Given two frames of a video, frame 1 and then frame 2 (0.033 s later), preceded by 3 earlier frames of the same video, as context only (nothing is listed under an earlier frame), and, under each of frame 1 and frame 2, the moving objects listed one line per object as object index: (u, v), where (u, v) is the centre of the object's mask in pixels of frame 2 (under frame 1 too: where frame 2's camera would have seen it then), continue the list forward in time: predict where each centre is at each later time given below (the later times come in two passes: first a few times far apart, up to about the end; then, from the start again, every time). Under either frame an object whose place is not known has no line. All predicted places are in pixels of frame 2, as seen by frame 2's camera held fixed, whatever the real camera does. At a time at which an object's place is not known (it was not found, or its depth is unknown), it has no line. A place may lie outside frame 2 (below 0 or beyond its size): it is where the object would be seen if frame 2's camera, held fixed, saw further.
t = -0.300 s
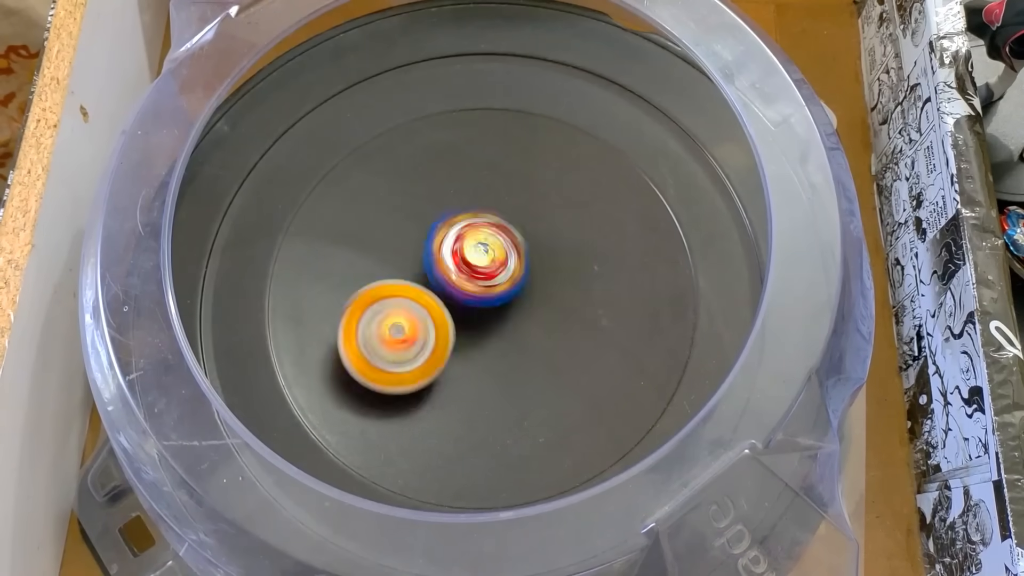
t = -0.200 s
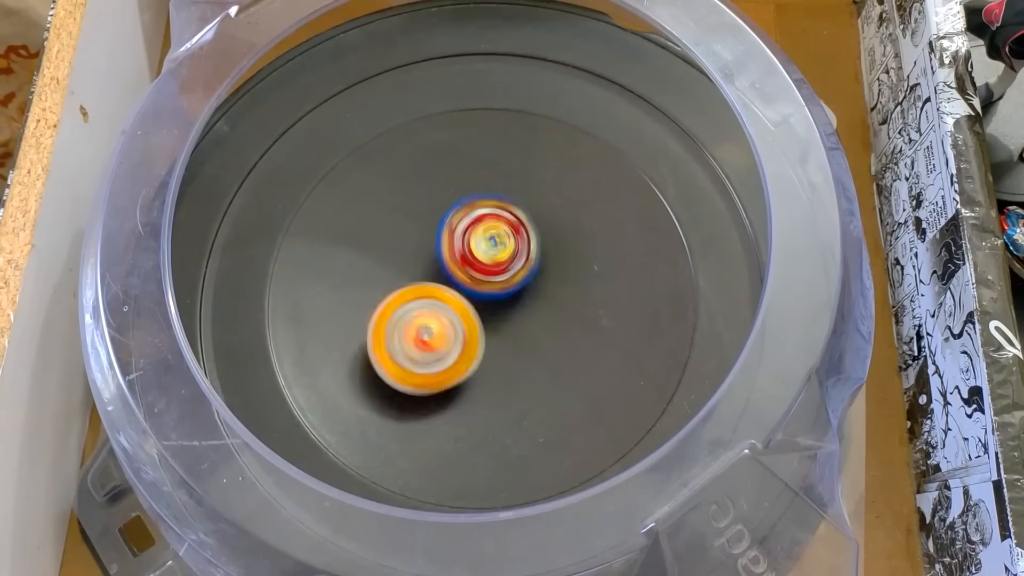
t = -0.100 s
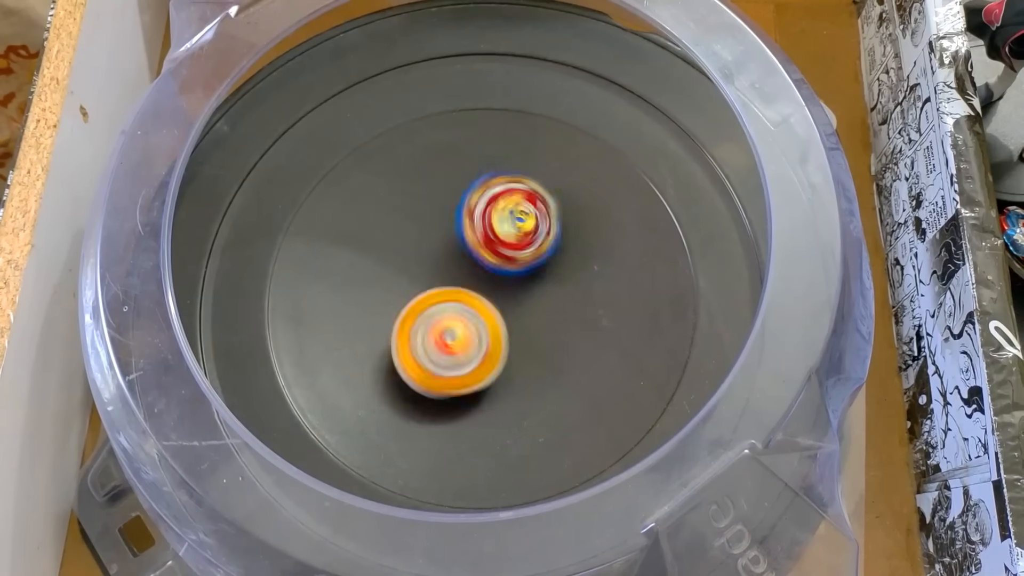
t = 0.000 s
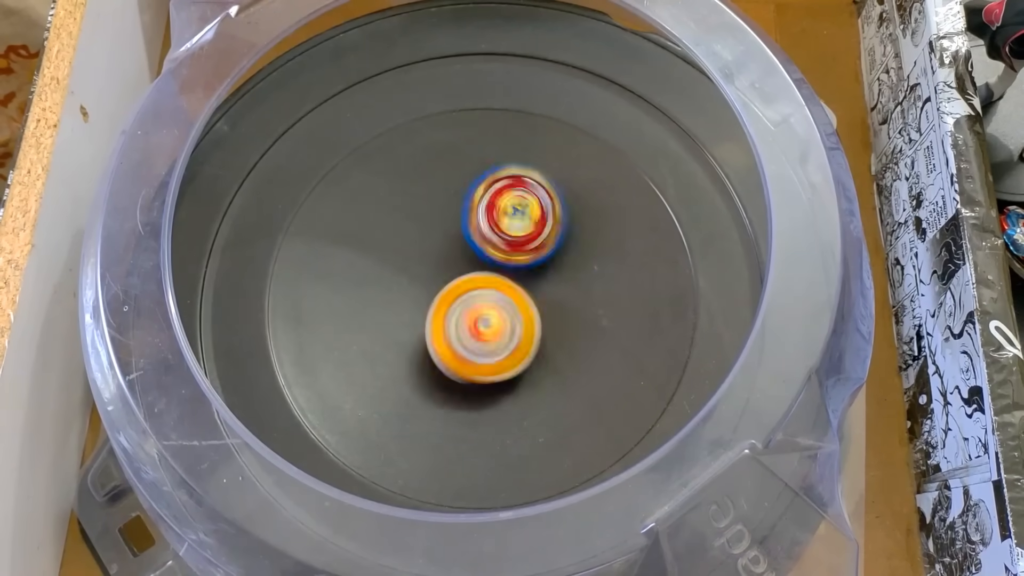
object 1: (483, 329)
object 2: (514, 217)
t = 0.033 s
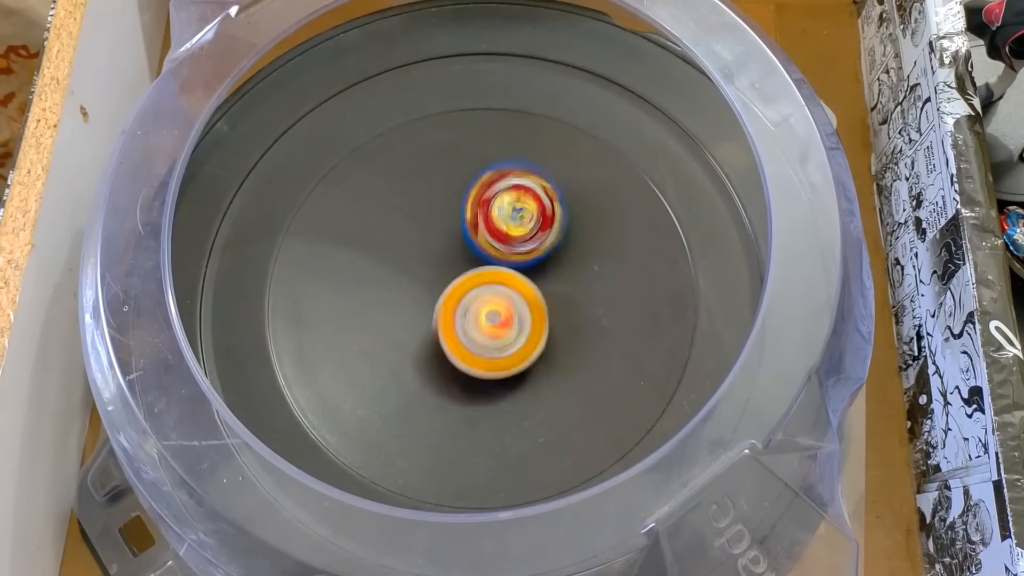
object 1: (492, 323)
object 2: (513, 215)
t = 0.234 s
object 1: (527, 309)
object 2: (524, 203)
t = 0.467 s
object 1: (511, 320)
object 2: (523, 183)
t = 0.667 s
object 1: (474, 335)
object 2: (493, 226)
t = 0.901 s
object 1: (460, 357)
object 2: (505, 270)
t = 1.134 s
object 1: (412, 344)
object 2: (542, 290)
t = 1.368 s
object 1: (412, 309)
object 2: (525, 279)
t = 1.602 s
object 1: (433, 280)
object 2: (539, 277)
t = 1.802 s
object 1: (440, 264)
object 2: (540, 286)
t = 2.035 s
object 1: (441, 257)
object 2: (539, 300)
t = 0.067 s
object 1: (495, 327)
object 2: (516, 207)
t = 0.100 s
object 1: (499, 328)
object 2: (520, 203)
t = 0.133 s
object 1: (505, 325)
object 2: (520, 200)
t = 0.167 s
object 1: (515, 321)
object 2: (522, 198)
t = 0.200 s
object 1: (521, 316)
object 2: (524, 200)
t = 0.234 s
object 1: (527, 309)
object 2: (524, 203)
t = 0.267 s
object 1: (530, 310)
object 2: (525, 198)
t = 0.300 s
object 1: (531, 307)
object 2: (526, 197)
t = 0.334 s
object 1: (532, 305)
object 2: (526, 197)
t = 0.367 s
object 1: (529, 313)
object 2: (526, 184)
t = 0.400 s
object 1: (525, 317)
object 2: (528, 179)
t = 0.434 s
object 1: (516, 320)
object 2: (526, 179)
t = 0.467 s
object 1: (511, 320)
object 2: (523, 183)
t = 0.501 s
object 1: (506, 321)
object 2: (514, 188)
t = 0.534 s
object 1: (500, 323)
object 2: (507, 192)
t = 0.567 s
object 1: (493, 324)
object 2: (502, 199)
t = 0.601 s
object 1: (486, 325)
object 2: (497, 207)
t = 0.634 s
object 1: (481, 327)
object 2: (494, 219)
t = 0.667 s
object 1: (474, 335)
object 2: (493, 226)
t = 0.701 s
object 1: (466, 344)
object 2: (495, 229)
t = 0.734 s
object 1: (462, 350)
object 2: (493, 234)
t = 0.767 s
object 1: (460, 354)
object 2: (490, 240)
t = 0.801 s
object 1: (461, 357)
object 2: (490, 248)
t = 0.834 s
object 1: (462, 359)
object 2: (491, 257)
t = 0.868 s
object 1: (465, 359)
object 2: (494, 263)
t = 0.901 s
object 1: (460, 357)
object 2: (505, 270)
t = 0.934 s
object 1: (443, 355)
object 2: (527, 275)
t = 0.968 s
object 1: (432, 354)
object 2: (542, 277)
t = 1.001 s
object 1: (426, 351)
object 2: (548, 280)
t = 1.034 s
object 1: (422, 350)
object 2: (549, 284)
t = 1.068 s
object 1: (419, 349)
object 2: (548, 287)
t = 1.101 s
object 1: (415, 347)
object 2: (545, 290)
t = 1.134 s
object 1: (412, 344)
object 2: (542, 290)
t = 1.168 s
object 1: (409, 340)
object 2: (538, 289)
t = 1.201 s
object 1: (406, 334)
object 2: (534, 287)
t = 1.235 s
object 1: (404, 329)
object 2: (531, 286)
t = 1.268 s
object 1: (403, 324)
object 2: (529, 285)
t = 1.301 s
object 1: (405, 319)
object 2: (528, 284)
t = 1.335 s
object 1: (408, 314)
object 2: (527, 281)
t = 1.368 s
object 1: (412, 309)
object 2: (525, 279)
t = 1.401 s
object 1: (417, 304)
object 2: (524, 275)
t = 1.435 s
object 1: (421, 299)
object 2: (526, 273)
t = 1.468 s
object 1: (422, 293)
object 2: (529, 274)
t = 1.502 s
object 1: (427, 288)
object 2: (529, 276)
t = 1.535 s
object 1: (425, 286)
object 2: (538, 276)
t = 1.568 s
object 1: (427, 283)
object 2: (541, 276)
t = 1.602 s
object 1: (433, 280)
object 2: (539, 277)
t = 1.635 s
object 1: (432, 278)
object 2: (540, 277)
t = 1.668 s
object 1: (435, 275)
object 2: (540, 276)
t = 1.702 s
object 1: (437, 273)
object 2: (540, 277)
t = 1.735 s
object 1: (440, 270)
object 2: (539, 281)
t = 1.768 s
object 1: (441, 266)
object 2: (540, 284)
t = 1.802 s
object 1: (440, 264)
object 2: (540, 286)
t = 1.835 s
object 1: (436, 260)
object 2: (540, 291)
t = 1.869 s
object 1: (435, 258)
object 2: (539, 294)
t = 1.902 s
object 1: (434, 258)
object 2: (539, 296)
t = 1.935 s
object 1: (433, 257)
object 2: (539, 298)
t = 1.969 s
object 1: (436, 257)
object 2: (540, 300)
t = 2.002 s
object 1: (438, 258)
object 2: (540, 300)
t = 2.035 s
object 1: (441, 257)
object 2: (539, 300)
